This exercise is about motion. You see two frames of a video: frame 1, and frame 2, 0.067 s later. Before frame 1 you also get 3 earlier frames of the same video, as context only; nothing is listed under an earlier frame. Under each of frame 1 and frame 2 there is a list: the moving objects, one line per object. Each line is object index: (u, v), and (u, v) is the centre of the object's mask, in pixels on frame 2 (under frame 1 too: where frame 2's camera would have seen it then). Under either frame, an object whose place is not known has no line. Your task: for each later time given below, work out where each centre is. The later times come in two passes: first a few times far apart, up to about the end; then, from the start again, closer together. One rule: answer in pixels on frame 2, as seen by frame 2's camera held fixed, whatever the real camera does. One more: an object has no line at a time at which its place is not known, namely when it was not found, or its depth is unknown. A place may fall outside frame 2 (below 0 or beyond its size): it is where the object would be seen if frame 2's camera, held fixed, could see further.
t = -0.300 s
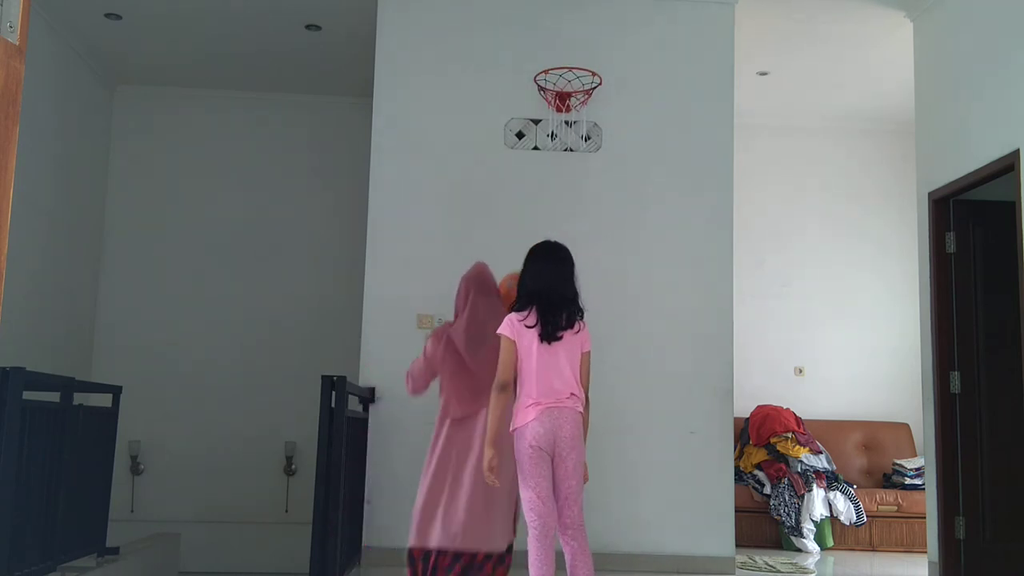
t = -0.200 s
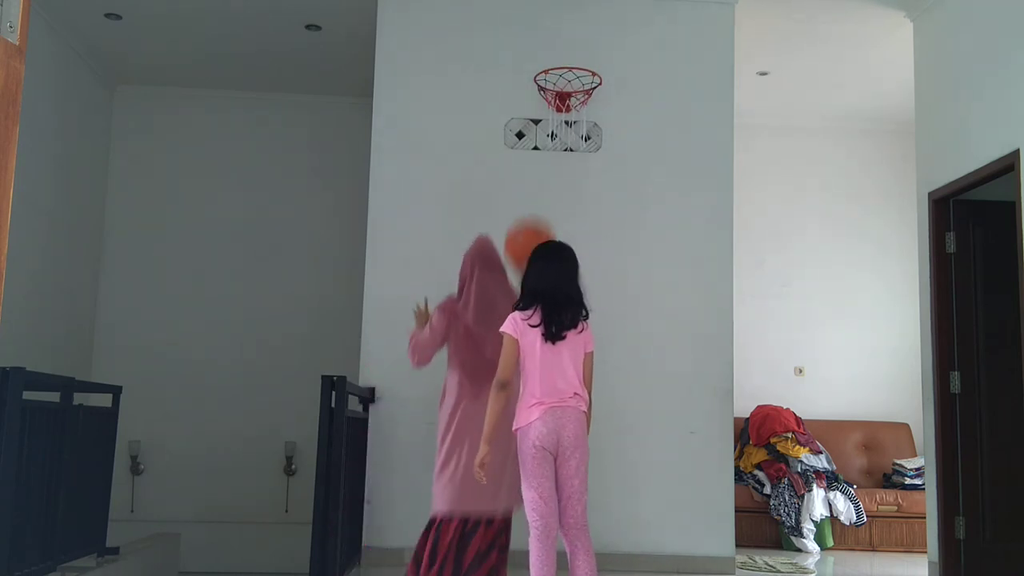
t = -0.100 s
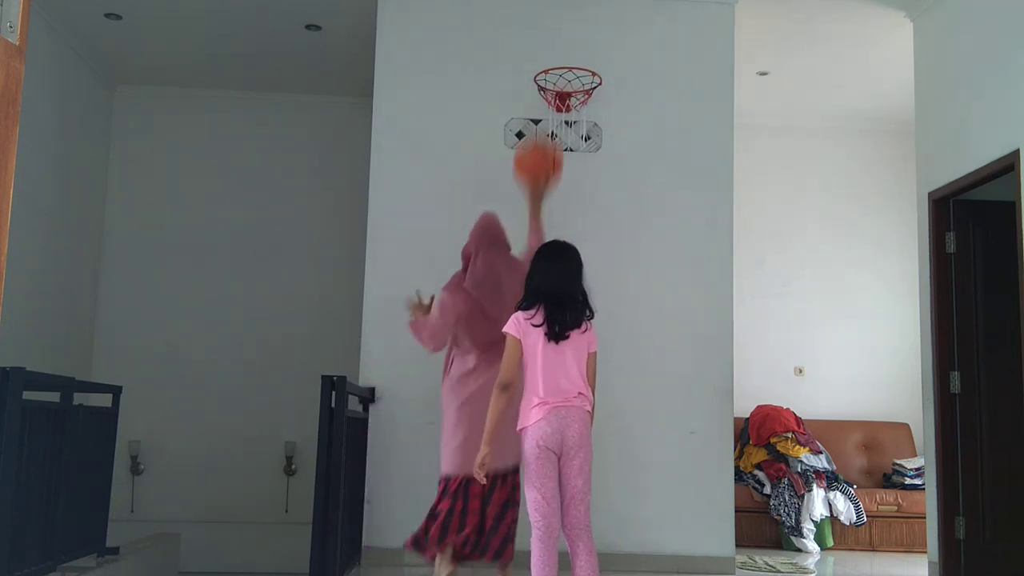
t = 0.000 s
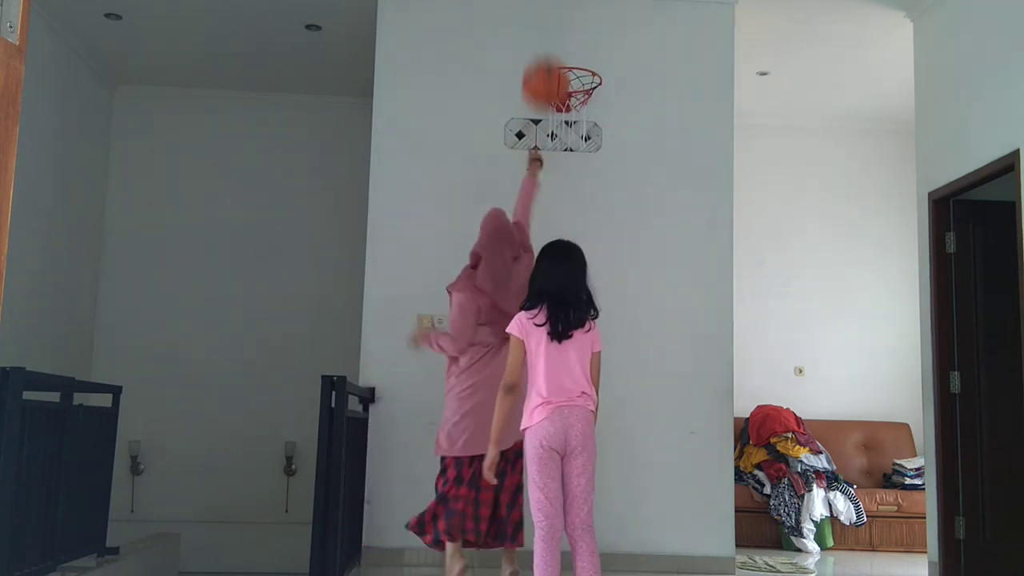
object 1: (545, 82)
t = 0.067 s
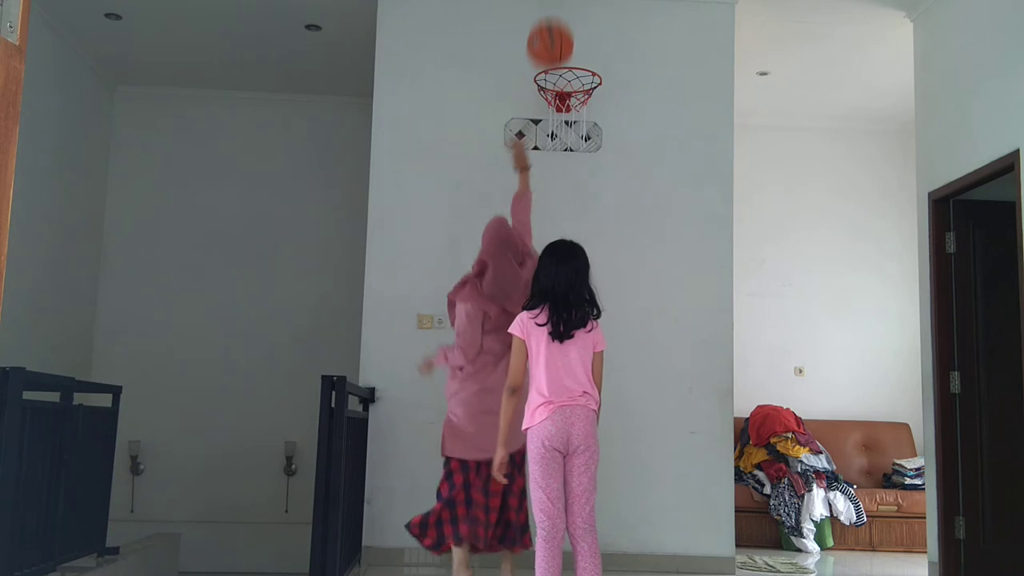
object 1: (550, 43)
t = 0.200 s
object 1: (557, 8)
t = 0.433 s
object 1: (566, 5)
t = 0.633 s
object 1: (571, 49)
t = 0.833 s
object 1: (574, 43)
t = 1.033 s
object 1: (576, 47)
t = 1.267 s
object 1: (574, 48)
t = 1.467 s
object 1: (567, 56)
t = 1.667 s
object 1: (563, 114)
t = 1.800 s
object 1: (562, 174)
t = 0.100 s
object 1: (552, 28)
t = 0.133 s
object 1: (553, 18)
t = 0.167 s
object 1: (555, 12)
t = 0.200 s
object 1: (557, 8)
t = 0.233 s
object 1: (558, 5)
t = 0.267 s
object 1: (559, 3)
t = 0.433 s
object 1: (566, 5)
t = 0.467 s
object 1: (567, 7)
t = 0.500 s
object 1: (568, 11)
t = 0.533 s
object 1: (569, 16)
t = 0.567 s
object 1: (569, 24)
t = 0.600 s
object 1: (570, 37)
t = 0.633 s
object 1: (571, 49)
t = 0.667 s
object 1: (571, 66)
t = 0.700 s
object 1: (572, 71)
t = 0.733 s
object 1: (572, 60)
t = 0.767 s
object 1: (573, 53)
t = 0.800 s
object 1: (573, 47)
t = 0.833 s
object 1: (574, 43)
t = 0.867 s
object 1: (574, 40)
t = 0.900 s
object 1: (575, 38)
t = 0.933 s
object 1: (575, 38)
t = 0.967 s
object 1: (576, 39)
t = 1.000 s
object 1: (576, 43)
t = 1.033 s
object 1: (576, 47)
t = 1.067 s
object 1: (577, 53)
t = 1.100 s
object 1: (578, 61)
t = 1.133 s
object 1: (577, 70)
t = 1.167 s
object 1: (577, 65)
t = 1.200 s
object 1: (576, 57)
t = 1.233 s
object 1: (575, 52)
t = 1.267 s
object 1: (574, 48)
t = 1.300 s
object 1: (573, 45)
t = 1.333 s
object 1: (572, 44)
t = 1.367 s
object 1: (571, 45)
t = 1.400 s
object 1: (570, 47)
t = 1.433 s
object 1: (569, 50)
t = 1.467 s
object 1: (567, 56)
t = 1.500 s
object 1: (566, 63)
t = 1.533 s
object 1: (565, 73)
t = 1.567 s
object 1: (563, 83)
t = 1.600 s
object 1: (563, 92)
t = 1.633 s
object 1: (563, 103)
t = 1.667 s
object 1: (563, 114)
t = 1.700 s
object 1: (562, 124)
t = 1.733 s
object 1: (563, 139)
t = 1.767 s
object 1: (562, 156)
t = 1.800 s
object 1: (562, 174)
